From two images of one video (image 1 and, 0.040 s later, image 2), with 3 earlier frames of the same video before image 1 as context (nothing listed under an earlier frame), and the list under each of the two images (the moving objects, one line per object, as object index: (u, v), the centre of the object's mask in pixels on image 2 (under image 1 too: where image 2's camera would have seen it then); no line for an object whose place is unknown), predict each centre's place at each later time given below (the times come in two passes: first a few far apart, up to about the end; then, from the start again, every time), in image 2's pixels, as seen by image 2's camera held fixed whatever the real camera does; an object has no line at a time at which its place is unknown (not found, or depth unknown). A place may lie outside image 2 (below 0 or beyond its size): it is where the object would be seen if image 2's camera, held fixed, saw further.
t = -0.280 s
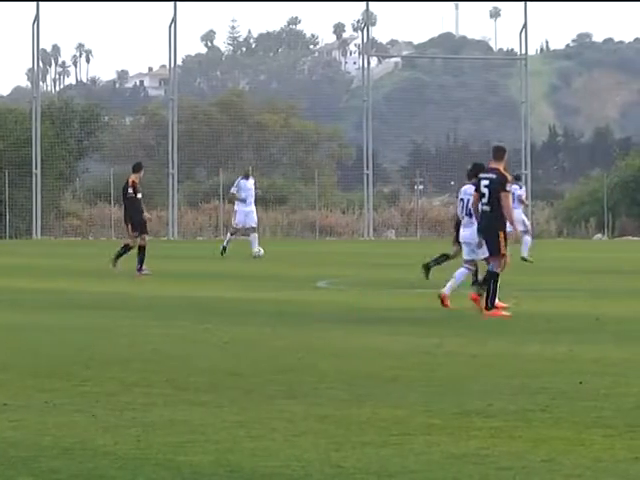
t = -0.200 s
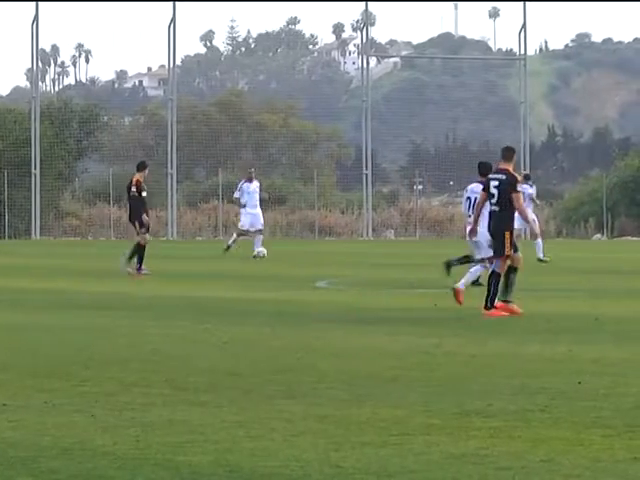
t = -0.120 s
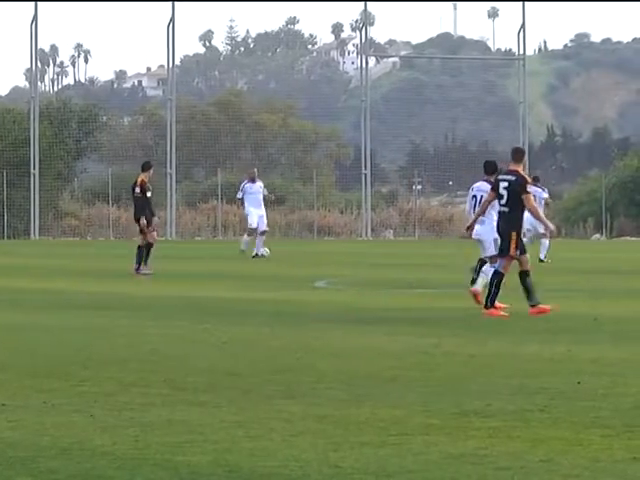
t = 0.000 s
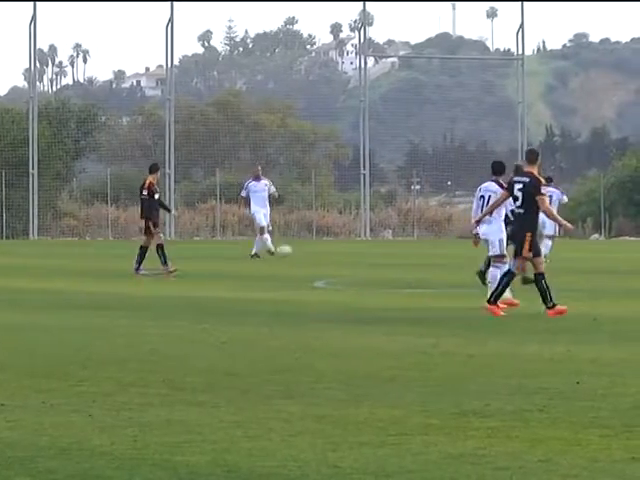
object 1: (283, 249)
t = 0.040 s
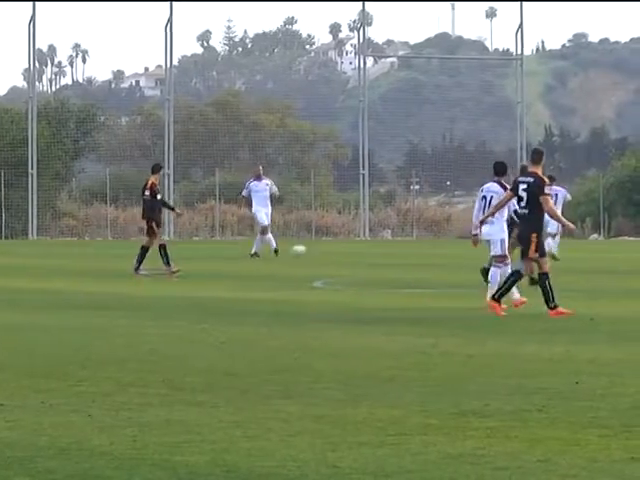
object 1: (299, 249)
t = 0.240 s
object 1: (371, 251)
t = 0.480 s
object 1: (449, 253)
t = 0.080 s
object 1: (314, 250)
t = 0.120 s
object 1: (329, 251)
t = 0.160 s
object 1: (343, 251)
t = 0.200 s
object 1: (358, 251)
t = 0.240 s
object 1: (371, 251)
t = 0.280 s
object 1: (385, 252)
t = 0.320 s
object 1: (399, 252)
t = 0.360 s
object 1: (411, 251)
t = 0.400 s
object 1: (424, 252)
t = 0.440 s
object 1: (437, 252)
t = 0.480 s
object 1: (449, 253)
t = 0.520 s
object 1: (461, 253)
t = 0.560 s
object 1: (472, 253)
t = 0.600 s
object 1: (484, 253)
